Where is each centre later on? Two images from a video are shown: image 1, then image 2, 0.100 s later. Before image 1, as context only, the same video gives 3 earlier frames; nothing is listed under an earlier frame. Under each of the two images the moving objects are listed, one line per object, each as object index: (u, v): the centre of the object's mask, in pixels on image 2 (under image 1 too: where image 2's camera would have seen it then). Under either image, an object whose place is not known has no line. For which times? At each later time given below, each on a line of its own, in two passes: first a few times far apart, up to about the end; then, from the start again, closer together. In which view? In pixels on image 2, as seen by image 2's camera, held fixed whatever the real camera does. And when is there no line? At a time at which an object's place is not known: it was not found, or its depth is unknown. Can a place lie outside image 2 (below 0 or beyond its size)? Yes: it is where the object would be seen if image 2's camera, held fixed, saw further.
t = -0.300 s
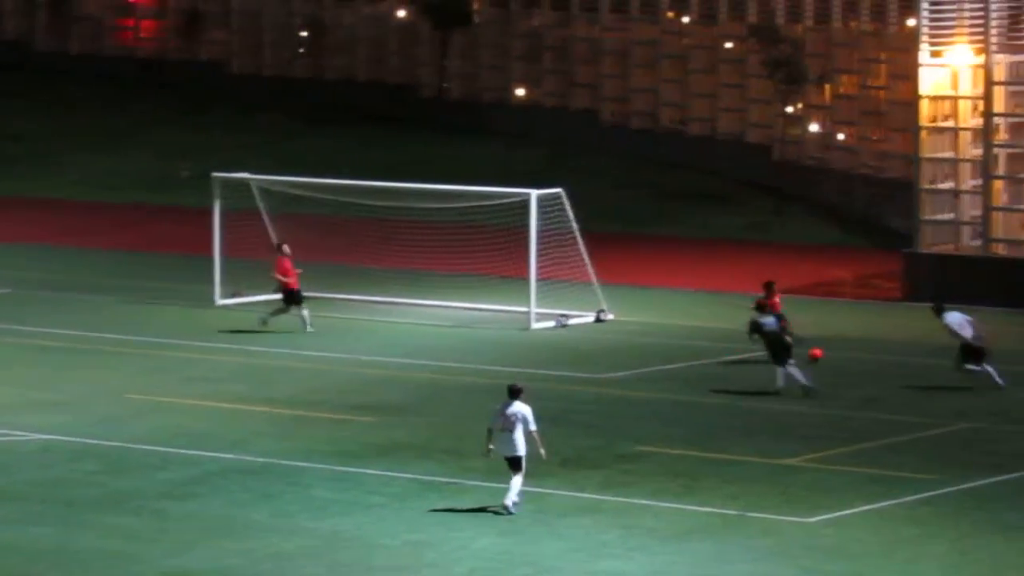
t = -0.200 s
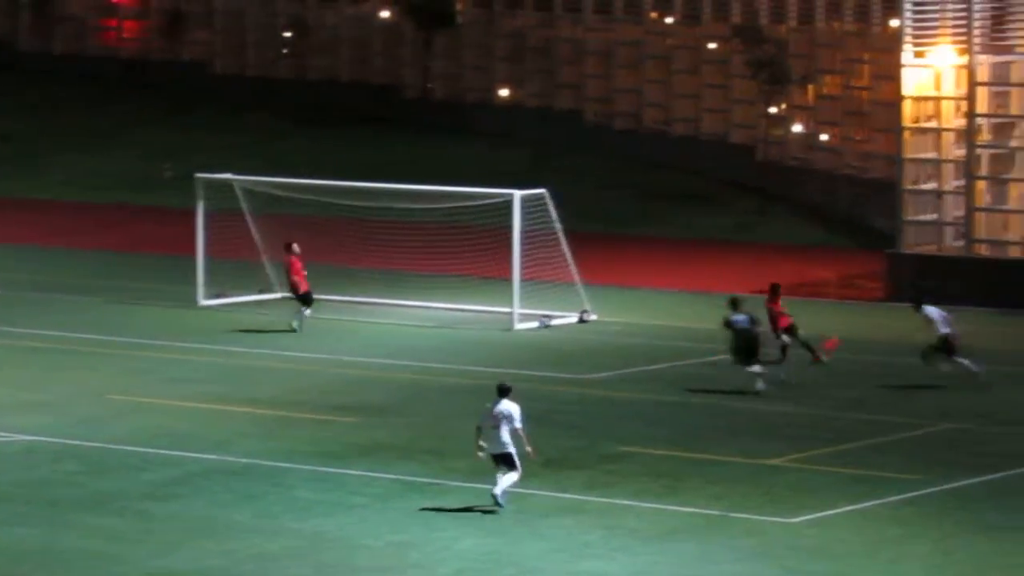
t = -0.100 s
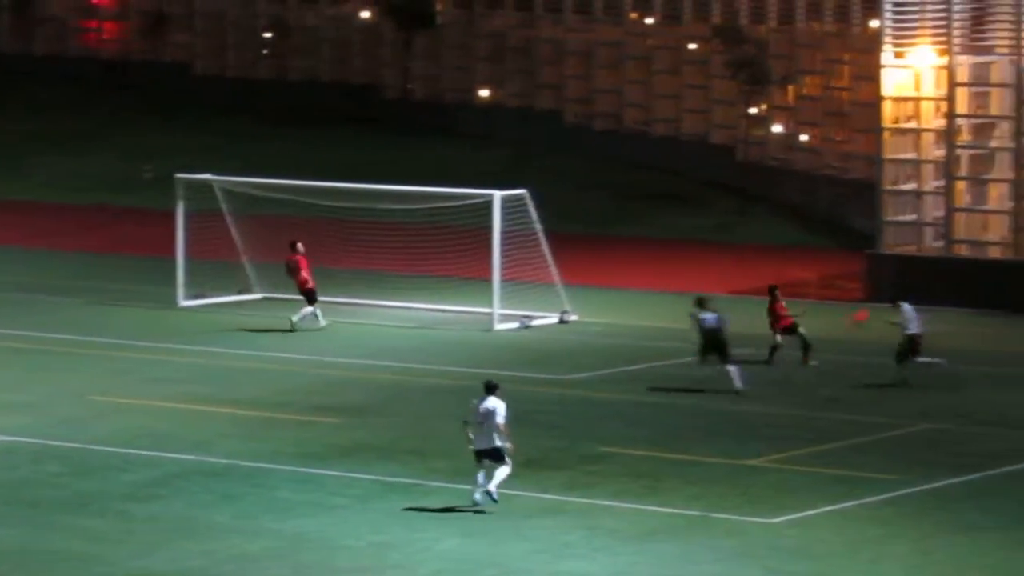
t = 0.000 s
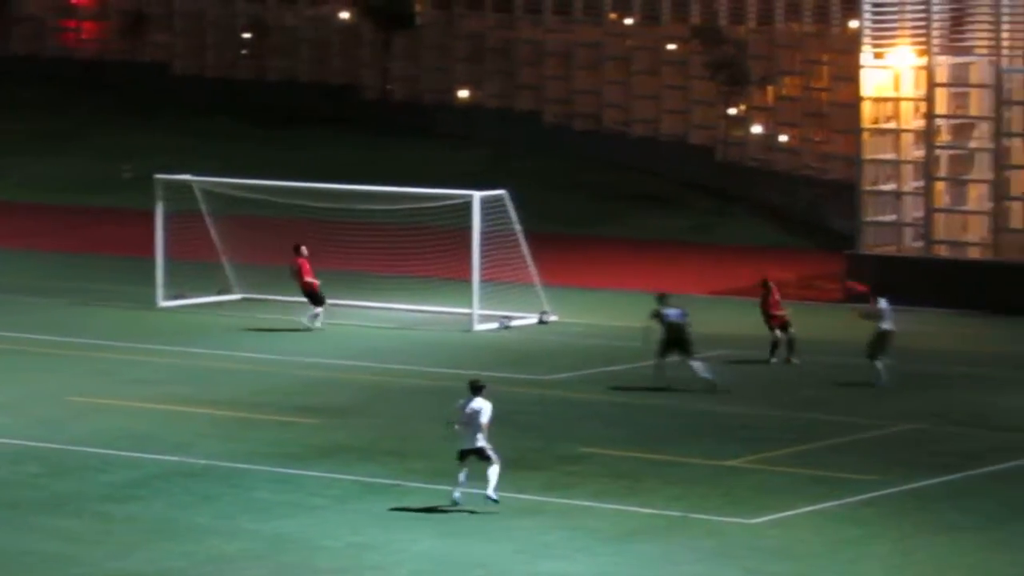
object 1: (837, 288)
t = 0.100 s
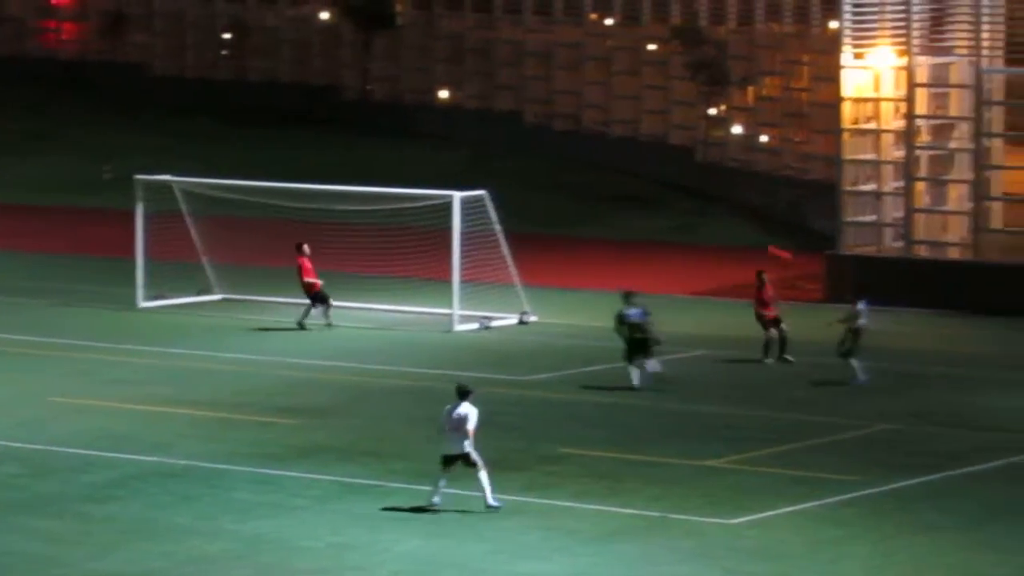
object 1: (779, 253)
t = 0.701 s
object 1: (468, 174)
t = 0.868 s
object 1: (387, 186)
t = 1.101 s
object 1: (279, 232)
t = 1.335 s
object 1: (171, 307)
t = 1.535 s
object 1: (93, 361)
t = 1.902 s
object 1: (46, 279)
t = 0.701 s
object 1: (468, 174)
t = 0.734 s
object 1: (452, 176)
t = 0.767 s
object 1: (435, 177)
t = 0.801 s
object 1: (418, 181)
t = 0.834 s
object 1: (402, 183)
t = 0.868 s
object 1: (387, 186)
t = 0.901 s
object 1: (371, 194)
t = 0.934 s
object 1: (357, 197)
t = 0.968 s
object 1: (341, 202)
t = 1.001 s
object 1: (325, 209)
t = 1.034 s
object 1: (310, 216)
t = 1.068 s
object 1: (294, 223)
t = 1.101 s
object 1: (279, 232)
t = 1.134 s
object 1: (263, 241)
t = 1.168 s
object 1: (248, 250)
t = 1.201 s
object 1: (232, 260)
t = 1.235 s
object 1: (217, 270)
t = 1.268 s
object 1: (202, 283)
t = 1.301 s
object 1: (186, 293)
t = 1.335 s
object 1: (171, 307)
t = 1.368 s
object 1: (155, 320)
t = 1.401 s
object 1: (141, 332)
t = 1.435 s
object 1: (125, 345)
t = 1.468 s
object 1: (110, 362)
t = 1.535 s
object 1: (93, 361)
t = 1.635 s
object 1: (80, 330)
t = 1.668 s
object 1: (76, 321)
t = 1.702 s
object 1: (71, 313)
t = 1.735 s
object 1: (67, 306)
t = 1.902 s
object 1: (46, 279)
